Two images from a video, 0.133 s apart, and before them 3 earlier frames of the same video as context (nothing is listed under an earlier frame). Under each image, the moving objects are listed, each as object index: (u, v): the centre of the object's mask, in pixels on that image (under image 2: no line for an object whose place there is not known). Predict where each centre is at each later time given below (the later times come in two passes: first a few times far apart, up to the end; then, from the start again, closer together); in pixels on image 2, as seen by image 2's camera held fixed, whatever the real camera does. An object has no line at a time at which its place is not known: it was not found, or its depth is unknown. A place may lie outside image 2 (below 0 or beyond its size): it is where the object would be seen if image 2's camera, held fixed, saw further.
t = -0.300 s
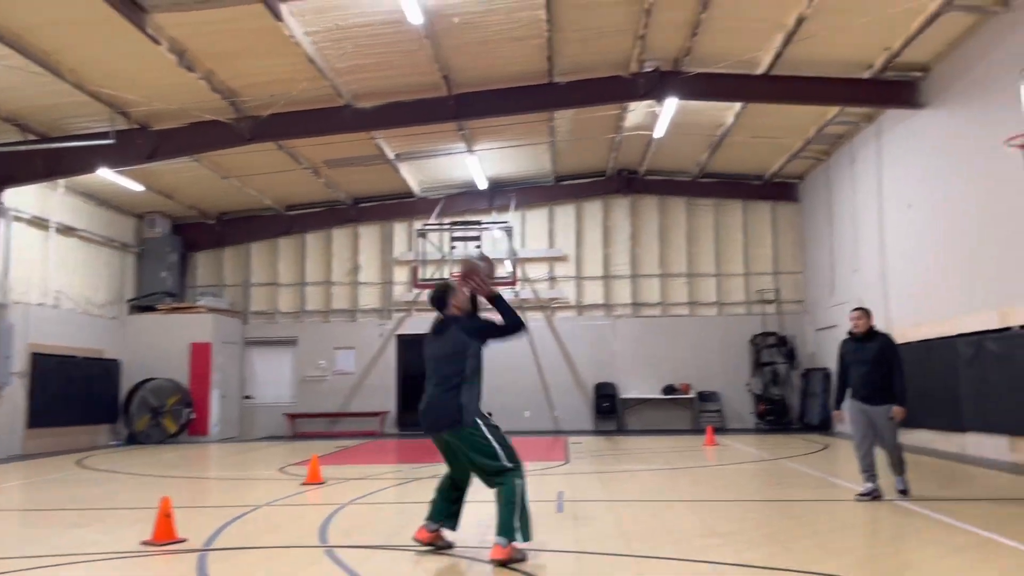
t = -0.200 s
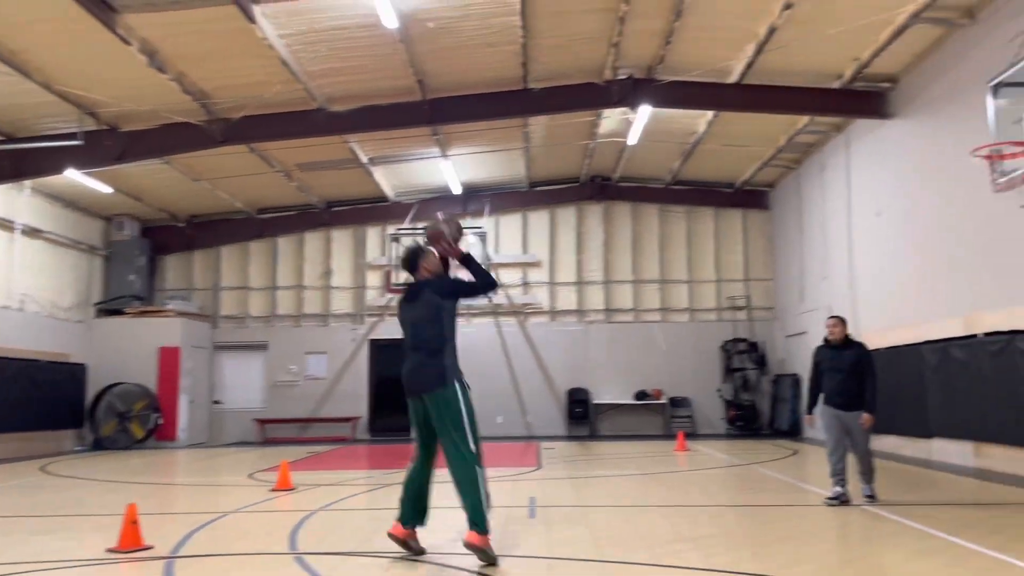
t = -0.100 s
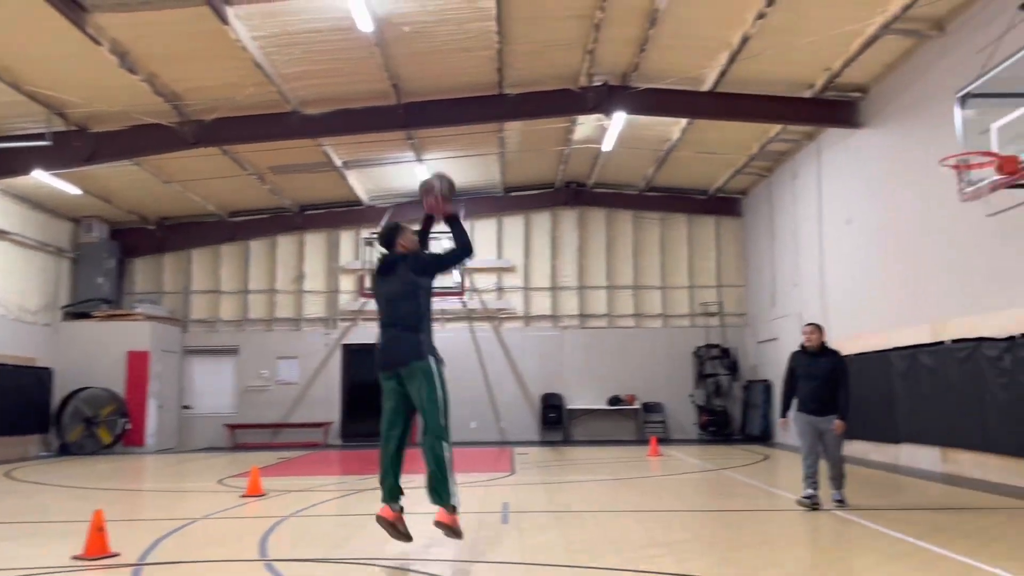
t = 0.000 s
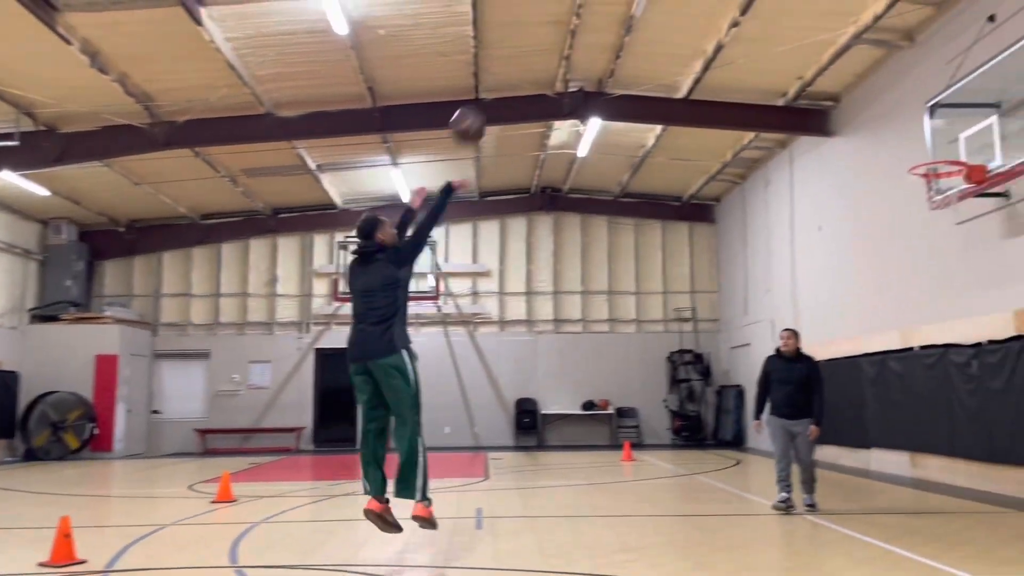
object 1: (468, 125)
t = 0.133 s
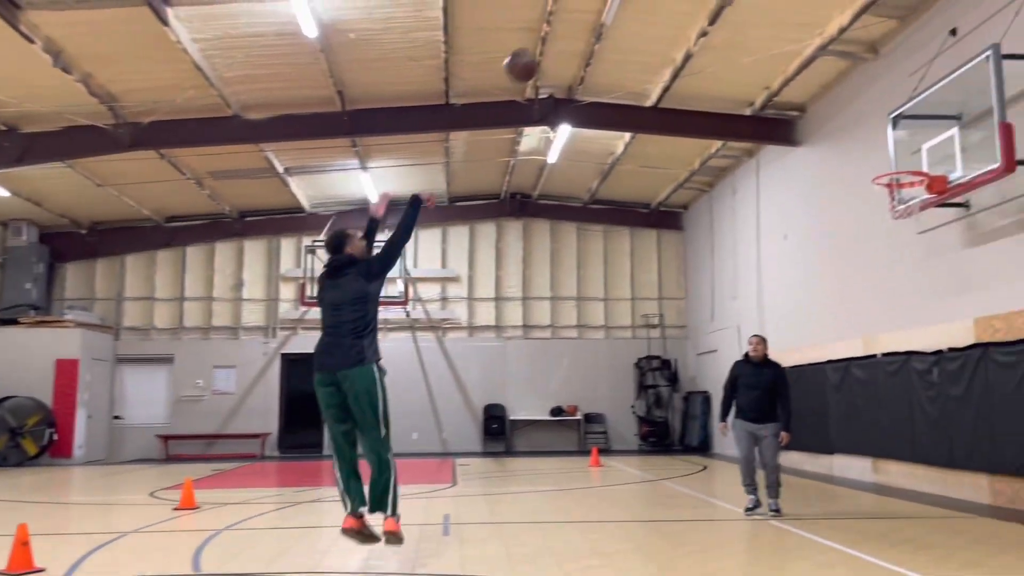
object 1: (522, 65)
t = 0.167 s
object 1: (541, 54)
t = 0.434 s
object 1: (679, 17)
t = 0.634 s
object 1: (763, 45)
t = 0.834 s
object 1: (837, 111)
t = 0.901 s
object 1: (863, 140)
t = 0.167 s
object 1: (541, 54)
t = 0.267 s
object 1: (597, 29)
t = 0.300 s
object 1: (614, 24)
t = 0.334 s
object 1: (630, 20)
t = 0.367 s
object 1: (647, 17)
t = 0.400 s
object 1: (664, 17)
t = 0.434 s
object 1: (679, 17)
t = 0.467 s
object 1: (693, 19)
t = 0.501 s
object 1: (708, 22)
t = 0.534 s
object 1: (723, 26)
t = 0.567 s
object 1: (737, 31)
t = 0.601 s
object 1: (749, 38)
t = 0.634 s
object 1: (763, 45)
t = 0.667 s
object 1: (775, 53)
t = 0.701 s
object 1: (789, 63)
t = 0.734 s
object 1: (802, 74)
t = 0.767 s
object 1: (813, 86)
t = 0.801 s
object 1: (824, 97)
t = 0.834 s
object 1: (837, 111)
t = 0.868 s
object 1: (850, 125)
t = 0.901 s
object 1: (863, 140)
